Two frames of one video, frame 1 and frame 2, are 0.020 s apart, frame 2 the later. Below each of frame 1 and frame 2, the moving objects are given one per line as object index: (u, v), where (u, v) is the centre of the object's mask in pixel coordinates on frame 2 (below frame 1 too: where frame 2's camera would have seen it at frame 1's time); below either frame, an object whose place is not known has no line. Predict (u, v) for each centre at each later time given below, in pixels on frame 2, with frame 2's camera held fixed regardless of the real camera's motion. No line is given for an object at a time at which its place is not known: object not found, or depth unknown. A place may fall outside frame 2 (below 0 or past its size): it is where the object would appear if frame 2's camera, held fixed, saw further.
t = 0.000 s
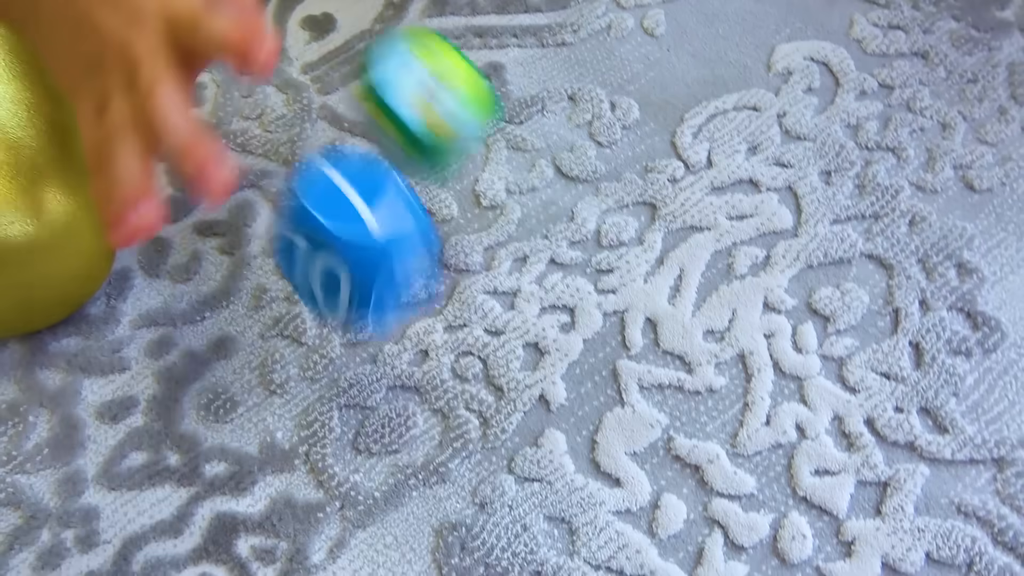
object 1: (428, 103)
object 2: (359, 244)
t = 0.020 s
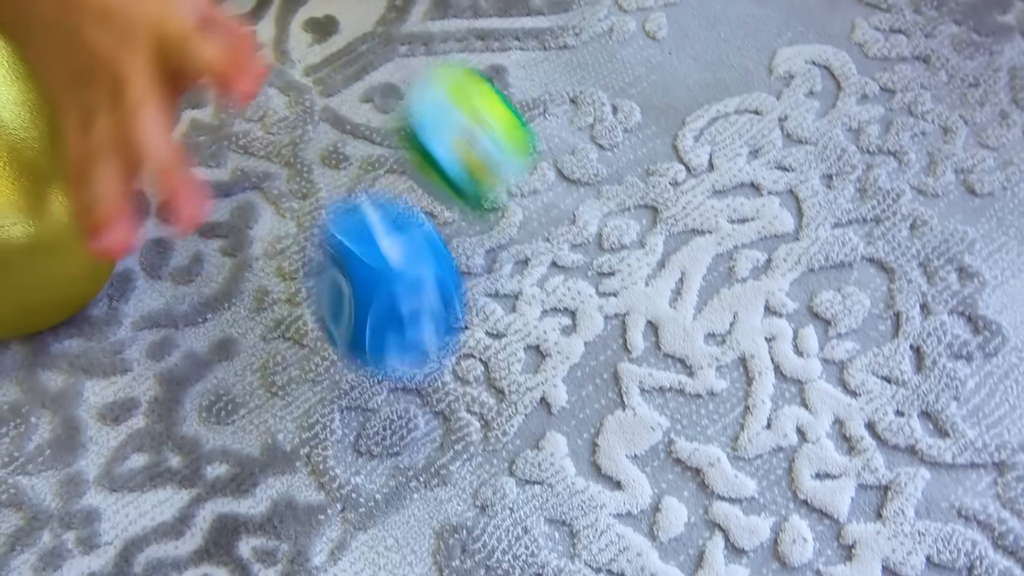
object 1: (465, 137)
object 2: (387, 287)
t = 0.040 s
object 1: (503, 178)
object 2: (416, 336)
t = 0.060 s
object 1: (539, 224)
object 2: (440, 386)
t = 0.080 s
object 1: (561, 249)
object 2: (466, 421)
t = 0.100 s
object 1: (569, 234)
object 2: (484, 421)
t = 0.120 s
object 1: (579, 223)
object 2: (500, 425)
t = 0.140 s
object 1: (588, 218)
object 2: (518, 432)
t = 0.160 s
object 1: (596, 218)
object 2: (538, 442)
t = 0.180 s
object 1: (607, 226)
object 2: (559, 451)
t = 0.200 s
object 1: (616, 233)
